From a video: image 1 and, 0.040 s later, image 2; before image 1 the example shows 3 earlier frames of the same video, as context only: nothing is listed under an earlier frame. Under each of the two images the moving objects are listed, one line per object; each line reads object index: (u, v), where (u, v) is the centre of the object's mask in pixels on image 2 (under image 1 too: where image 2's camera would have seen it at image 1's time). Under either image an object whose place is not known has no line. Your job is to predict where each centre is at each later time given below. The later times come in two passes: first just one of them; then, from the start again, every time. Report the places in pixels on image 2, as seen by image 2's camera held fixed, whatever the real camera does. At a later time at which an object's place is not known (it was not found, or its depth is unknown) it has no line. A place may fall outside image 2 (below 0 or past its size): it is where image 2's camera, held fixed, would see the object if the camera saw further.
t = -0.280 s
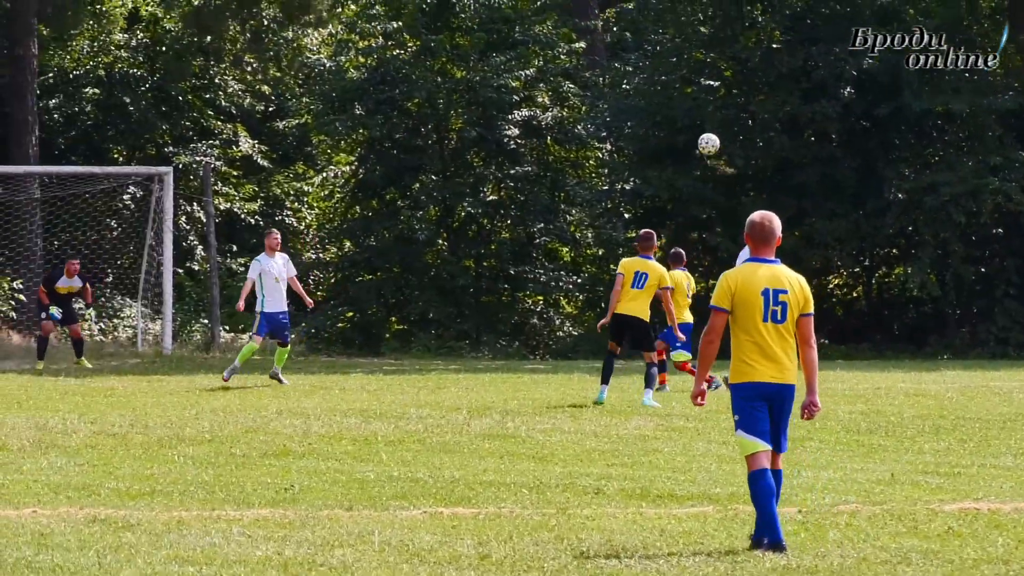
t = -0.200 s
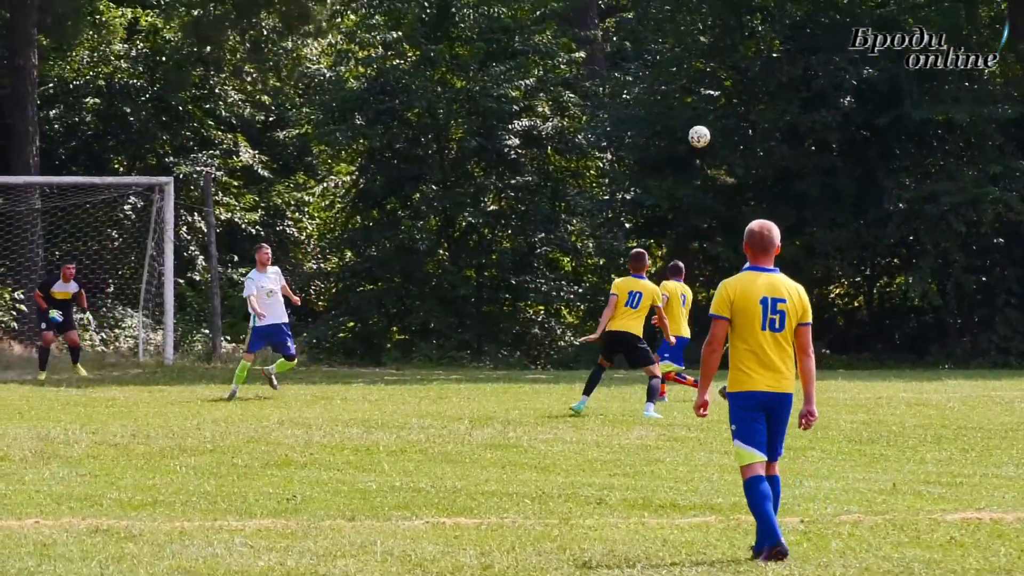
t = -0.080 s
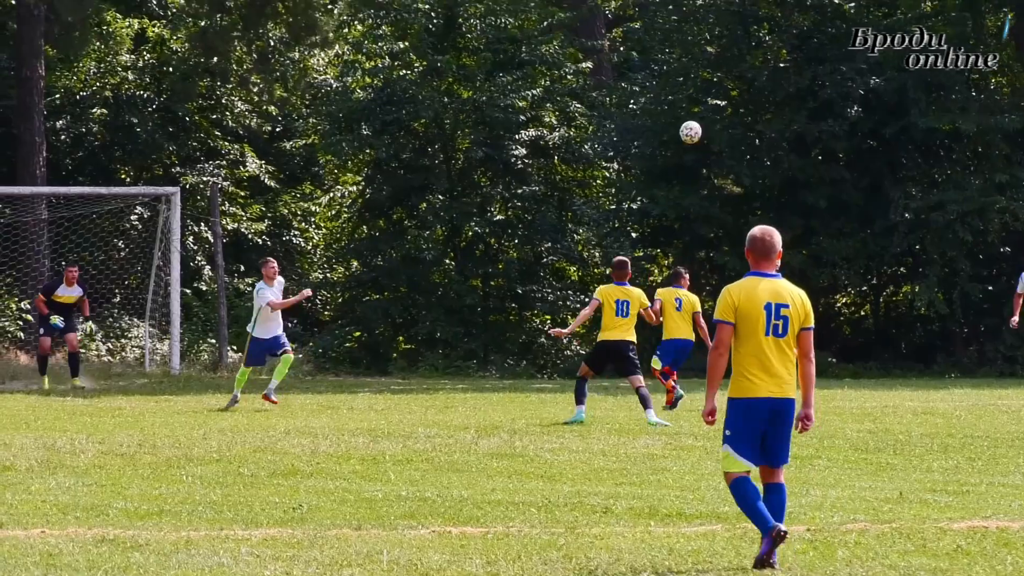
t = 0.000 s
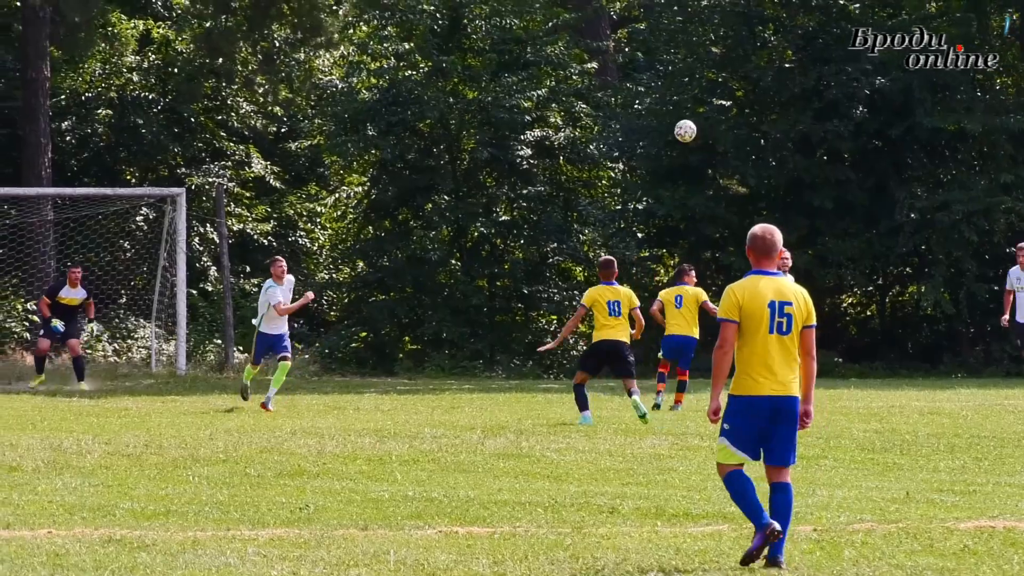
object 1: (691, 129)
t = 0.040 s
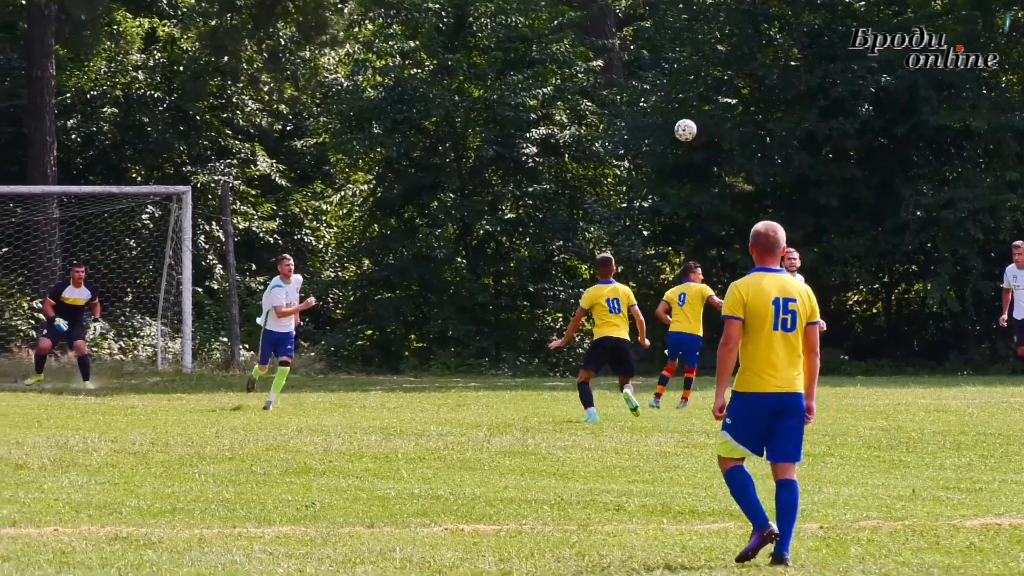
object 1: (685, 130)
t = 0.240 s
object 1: (658, 161)
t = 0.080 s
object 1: (680, 133)
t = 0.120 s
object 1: (675, 138)
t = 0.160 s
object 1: (669, 144)
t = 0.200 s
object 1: (664, 152)
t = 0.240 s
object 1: (658, 161)
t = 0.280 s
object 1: (653, 172)
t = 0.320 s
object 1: (647, 184)
